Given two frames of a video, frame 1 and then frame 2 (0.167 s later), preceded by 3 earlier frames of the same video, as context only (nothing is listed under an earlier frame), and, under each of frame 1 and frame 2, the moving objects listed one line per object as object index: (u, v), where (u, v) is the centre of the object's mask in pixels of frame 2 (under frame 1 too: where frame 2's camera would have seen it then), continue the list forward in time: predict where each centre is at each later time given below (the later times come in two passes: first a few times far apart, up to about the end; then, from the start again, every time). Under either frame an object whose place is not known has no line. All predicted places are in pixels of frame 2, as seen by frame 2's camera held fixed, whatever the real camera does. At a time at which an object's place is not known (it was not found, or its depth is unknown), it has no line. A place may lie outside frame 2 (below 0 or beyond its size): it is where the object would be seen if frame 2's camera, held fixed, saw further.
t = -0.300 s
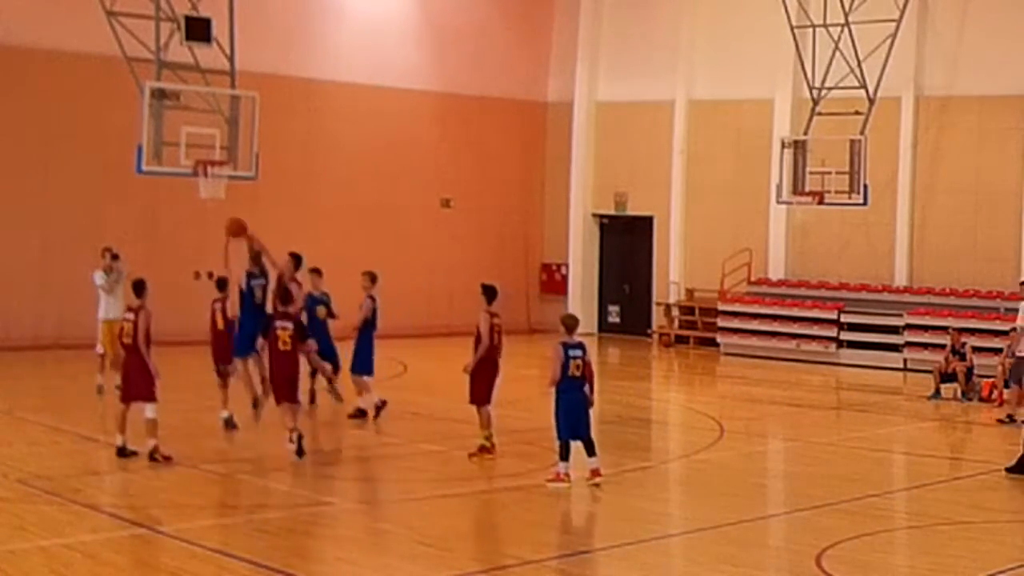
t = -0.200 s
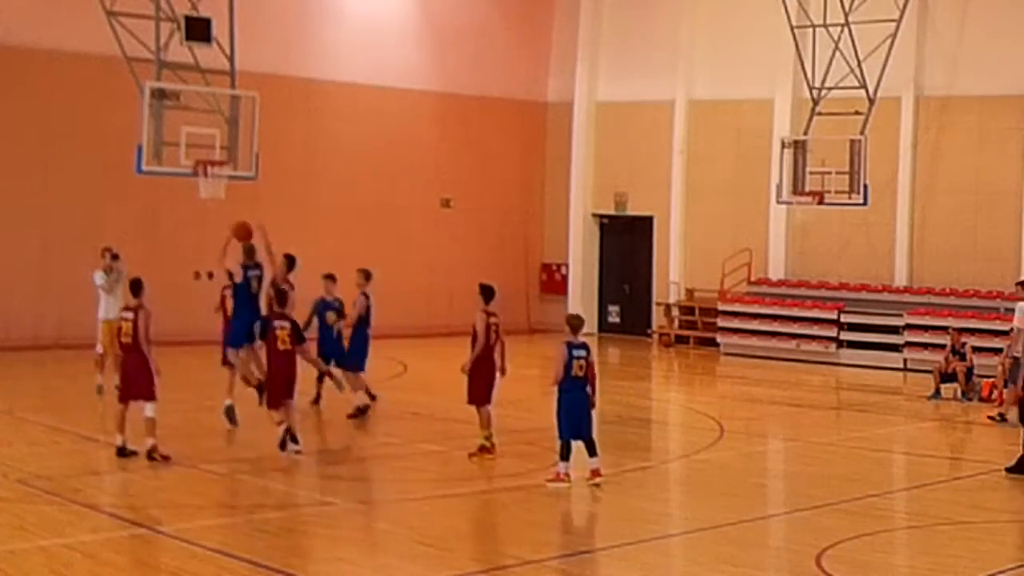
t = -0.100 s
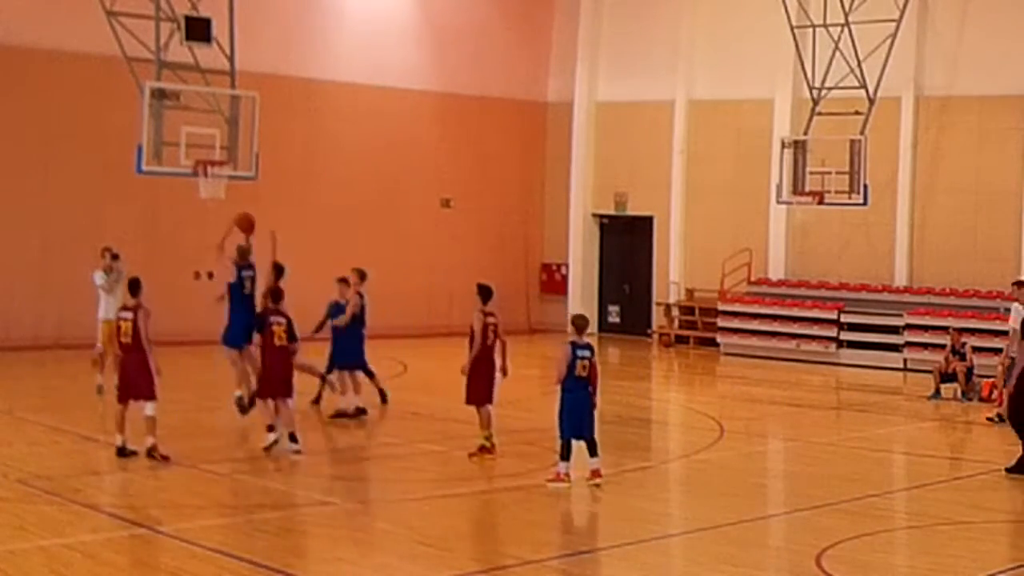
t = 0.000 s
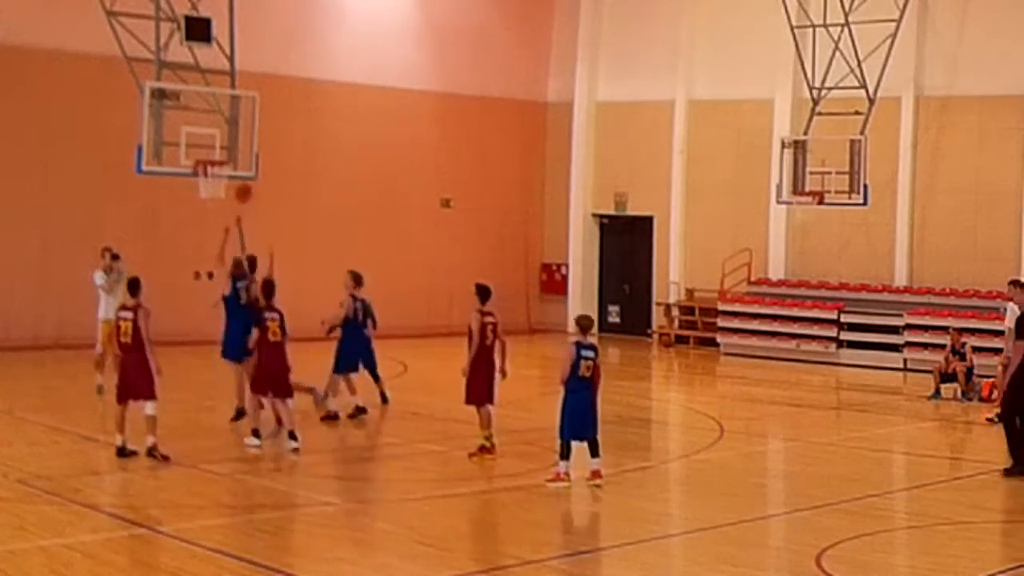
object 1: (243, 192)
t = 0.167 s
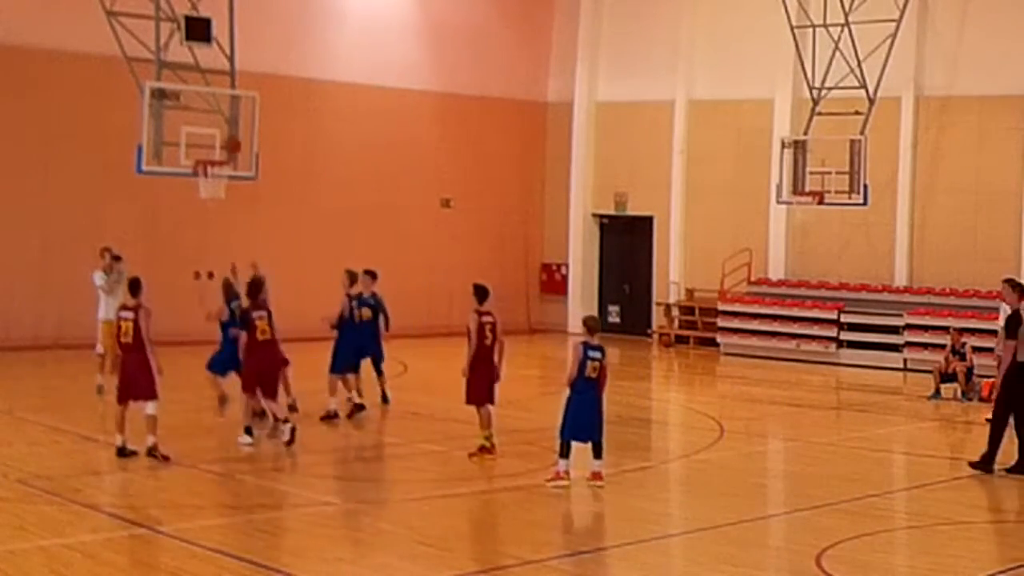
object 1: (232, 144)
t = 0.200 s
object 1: (230, 136)
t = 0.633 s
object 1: (212, 139)
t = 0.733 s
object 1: (219, 158)
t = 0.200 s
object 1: (230, 136)
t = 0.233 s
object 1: (227, 131)
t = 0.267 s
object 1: (225, 126)
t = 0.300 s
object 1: (222, 123)
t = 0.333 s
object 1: (221, 121)
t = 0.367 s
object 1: (219, 120)
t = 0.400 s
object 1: (216, 119)
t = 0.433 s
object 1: (214, 119)
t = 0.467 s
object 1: (211, 120)
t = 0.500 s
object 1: (208, 122)
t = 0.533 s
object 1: (206, 124)
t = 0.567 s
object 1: (206, 128)
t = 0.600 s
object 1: (209, 133)
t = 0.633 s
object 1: (212, 139)
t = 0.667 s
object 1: (214, 145)
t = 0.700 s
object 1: (216, 152)
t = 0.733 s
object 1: (219, 158)
